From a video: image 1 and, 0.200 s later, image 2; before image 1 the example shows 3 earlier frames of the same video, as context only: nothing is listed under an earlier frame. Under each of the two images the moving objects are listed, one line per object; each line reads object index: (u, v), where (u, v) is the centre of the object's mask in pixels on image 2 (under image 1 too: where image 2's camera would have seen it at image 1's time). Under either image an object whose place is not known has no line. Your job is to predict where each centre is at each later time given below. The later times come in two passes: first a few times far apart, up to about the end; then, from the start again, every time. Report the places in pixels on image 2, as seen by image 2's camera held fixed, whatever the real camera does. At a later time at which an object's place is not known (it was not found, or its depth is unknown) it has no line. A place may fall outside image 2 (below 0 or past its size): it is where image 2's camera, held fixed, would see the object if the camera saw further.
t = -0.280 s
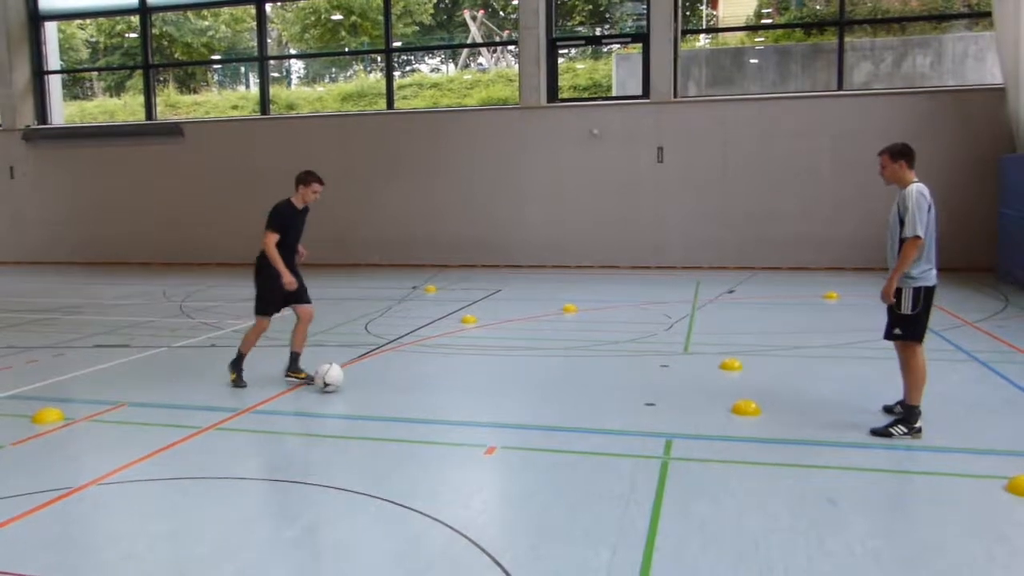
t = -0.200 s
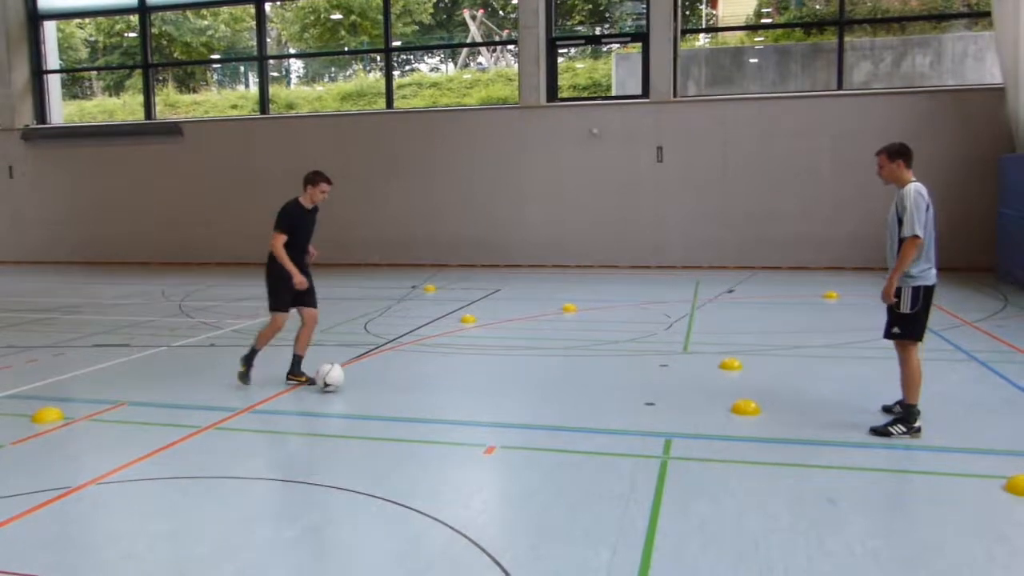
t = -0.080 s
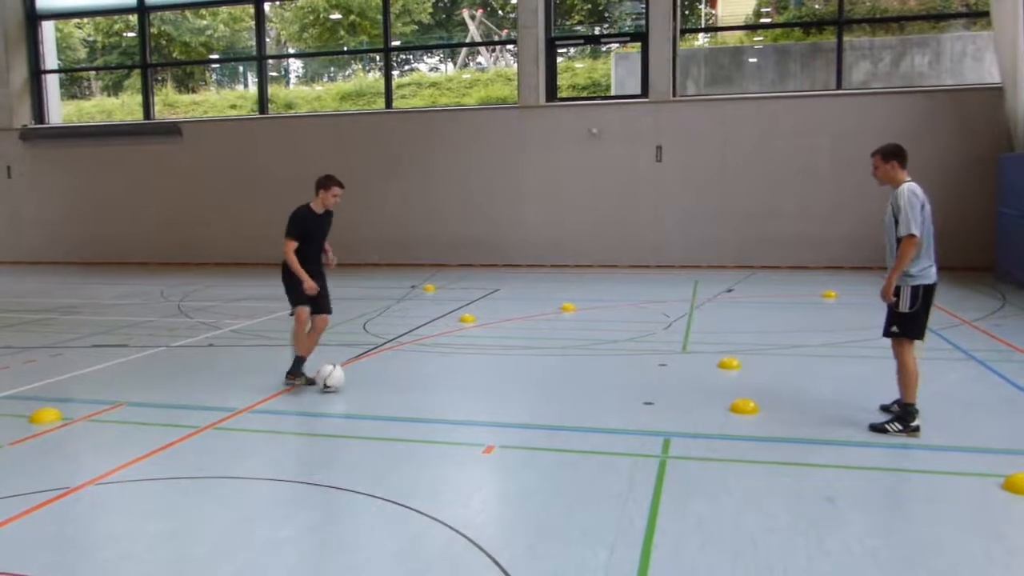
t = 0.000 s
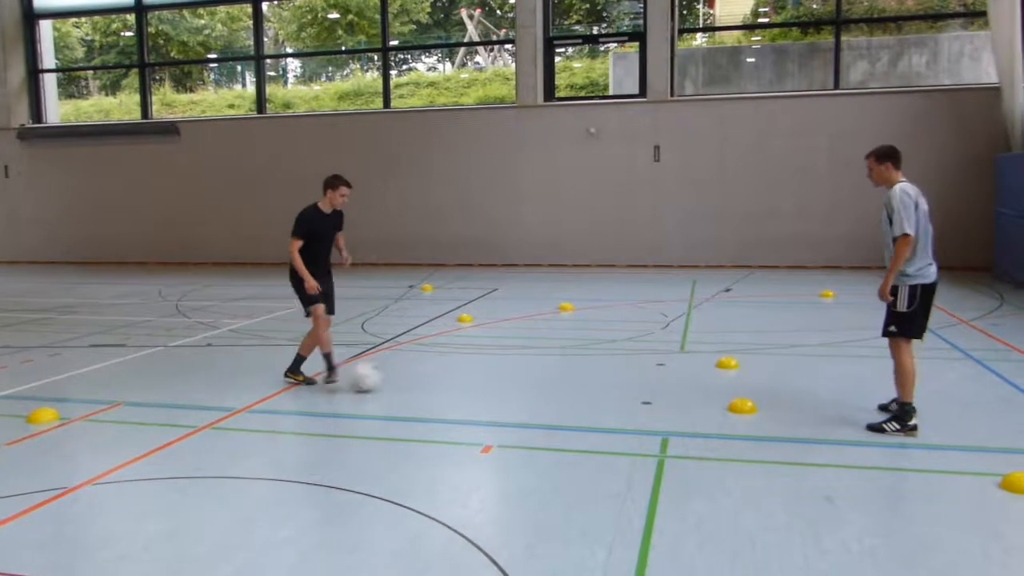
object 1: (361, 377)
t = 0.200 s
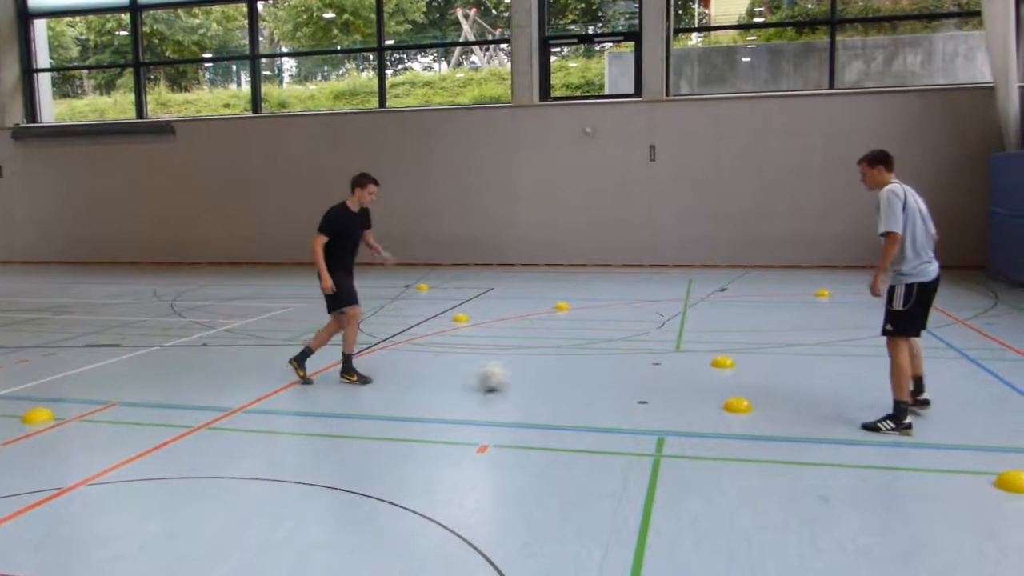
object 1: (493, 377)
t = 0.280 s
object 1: (540, 376)
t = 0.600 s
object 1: (701, 376)
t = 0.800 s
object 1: (800, 376)
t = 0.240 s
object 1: (517, 377)
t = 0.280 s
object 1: (540, 376)
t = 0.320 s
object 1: (563, 376)
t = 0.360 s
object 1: (585, 376)
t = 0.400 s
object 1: (606, 376)
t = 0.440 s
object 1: (625, 376)
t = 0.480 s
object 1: (646, 376)
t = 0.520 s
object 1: (665, 376)
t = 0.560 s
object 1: (683, 375)
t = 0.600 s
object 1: (701, 376)
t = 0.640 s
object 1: (723, 376)
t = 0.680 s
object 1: (742, 377)
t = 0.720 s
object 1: (762, 376)
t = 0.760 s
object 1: (781, 377)
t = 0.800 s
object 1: (800, 376)
